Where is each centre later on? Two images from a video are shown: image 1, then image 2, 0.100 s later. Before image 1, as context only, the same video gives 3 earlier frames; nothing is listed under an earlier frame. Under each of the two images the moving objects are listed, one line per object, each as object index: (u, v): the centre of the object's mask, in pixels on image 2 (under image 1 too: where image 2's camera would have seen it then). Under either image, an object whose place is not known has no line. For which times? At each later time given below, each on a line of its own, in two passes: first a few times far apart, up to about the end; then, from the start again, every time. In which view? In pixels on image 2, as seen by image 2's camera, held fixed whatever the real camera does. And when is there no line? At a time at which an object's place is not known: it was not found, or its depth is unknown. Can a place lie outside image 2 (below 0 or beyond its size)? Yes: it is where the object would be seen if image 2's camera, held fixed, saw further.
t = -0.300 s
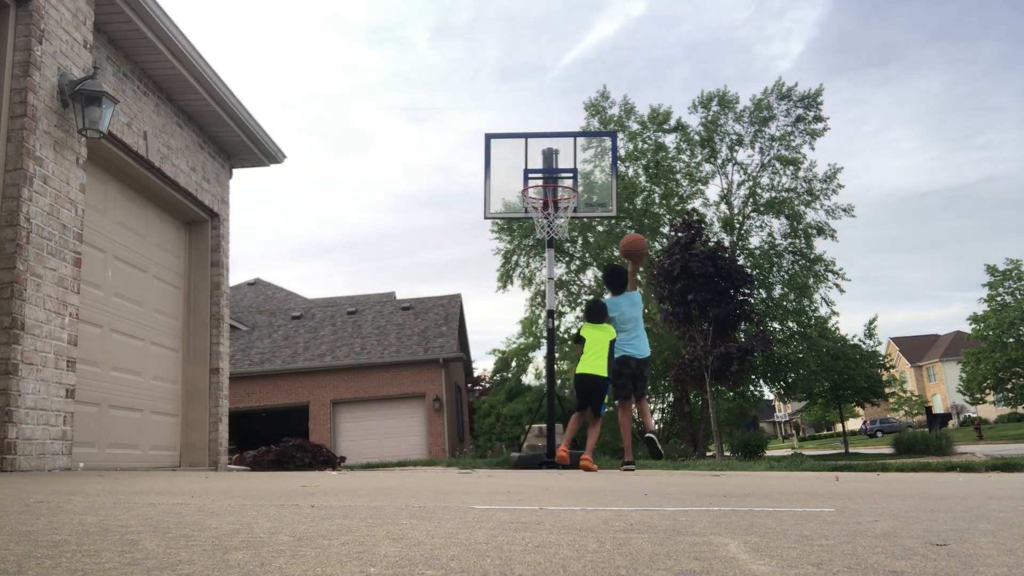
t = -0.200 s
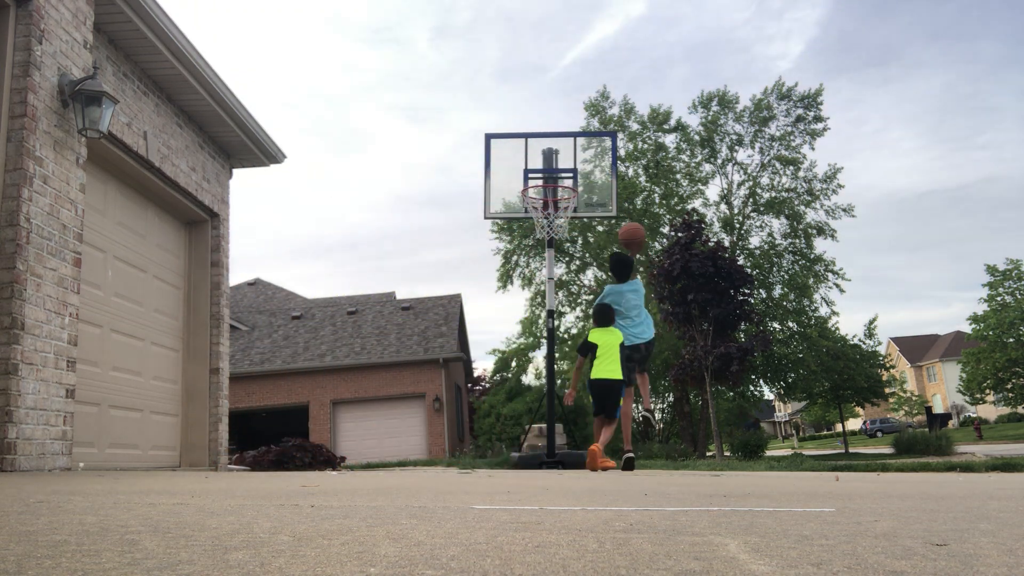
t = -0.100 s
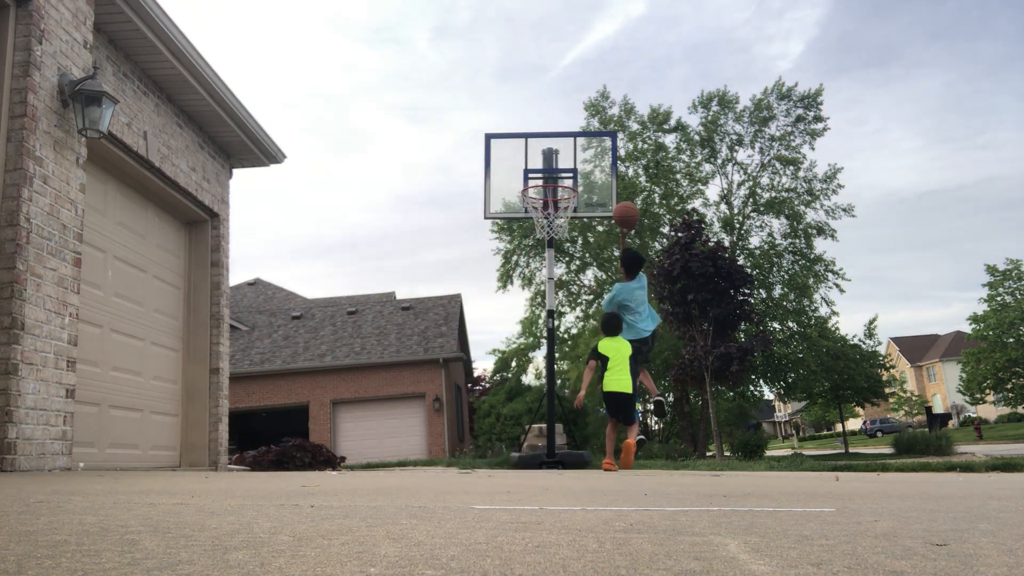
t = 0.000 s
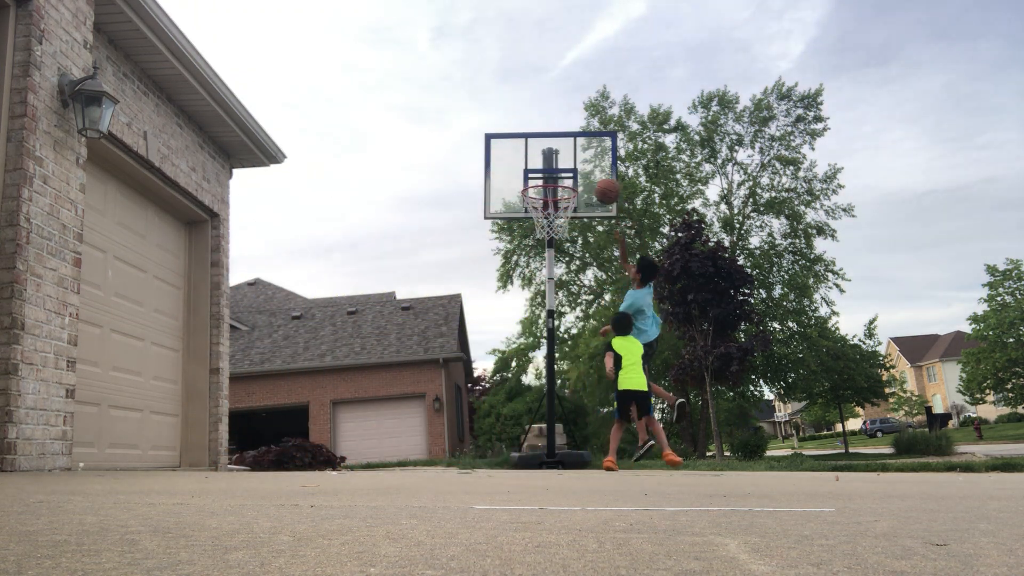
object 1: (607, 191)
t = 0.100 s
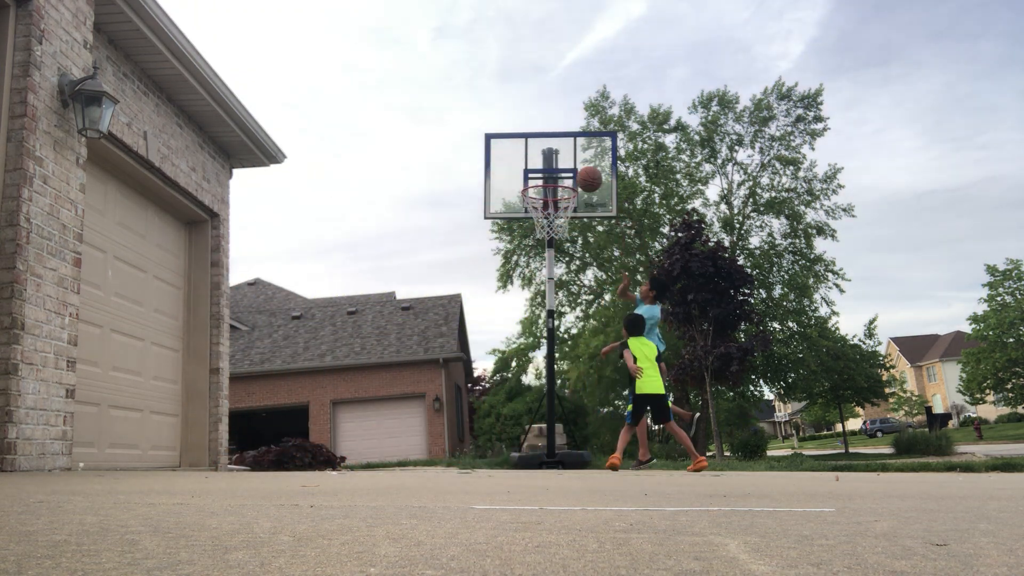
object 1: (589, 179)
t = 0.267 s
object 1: (563, 183)
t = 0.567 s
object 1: (531, 240)
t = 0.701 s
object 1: (525, 281)
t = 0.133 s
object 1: (584, 178)
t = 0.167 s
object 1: (578, 177)
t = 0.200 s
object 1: (573, 177)
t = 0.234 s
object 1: (568, 178)
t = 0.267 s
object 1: (563, 183)
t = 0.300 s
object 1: (558, 188)
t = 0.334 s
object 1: (552, 197)
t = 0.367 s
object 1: (549, 200)
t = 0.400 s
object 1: (544, 208)
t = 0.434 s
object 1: (540, 216)
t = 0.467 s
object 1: (536, 221)
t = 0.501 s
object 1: (534, 227)
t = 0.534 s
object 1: (532, 233)
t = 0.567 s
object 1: (531, 240)
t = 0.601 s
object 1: (529, 249)
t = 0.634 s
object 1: (528, 258)
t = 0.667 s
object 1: (526, 269)
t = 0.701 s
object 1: (525, 281)
